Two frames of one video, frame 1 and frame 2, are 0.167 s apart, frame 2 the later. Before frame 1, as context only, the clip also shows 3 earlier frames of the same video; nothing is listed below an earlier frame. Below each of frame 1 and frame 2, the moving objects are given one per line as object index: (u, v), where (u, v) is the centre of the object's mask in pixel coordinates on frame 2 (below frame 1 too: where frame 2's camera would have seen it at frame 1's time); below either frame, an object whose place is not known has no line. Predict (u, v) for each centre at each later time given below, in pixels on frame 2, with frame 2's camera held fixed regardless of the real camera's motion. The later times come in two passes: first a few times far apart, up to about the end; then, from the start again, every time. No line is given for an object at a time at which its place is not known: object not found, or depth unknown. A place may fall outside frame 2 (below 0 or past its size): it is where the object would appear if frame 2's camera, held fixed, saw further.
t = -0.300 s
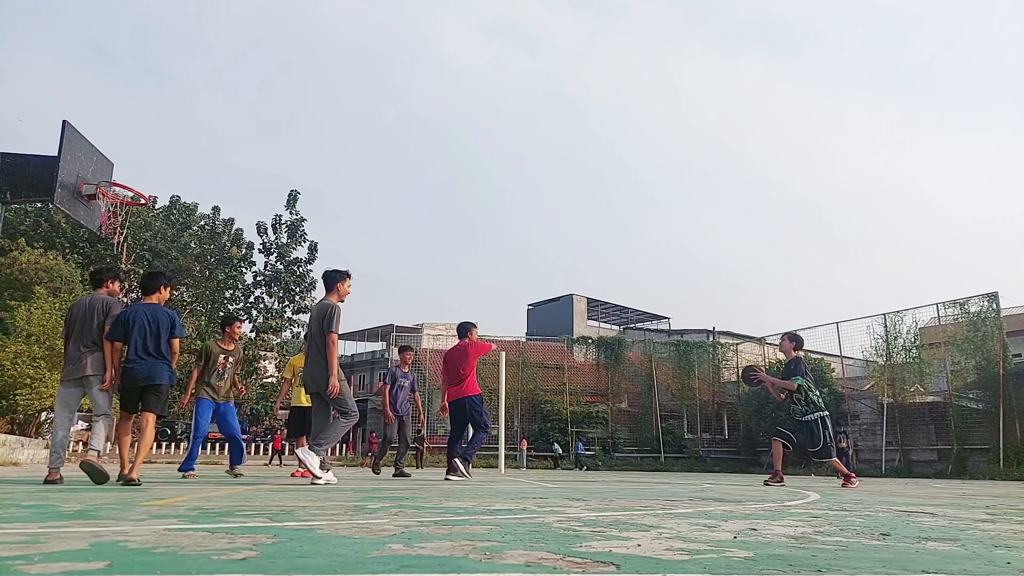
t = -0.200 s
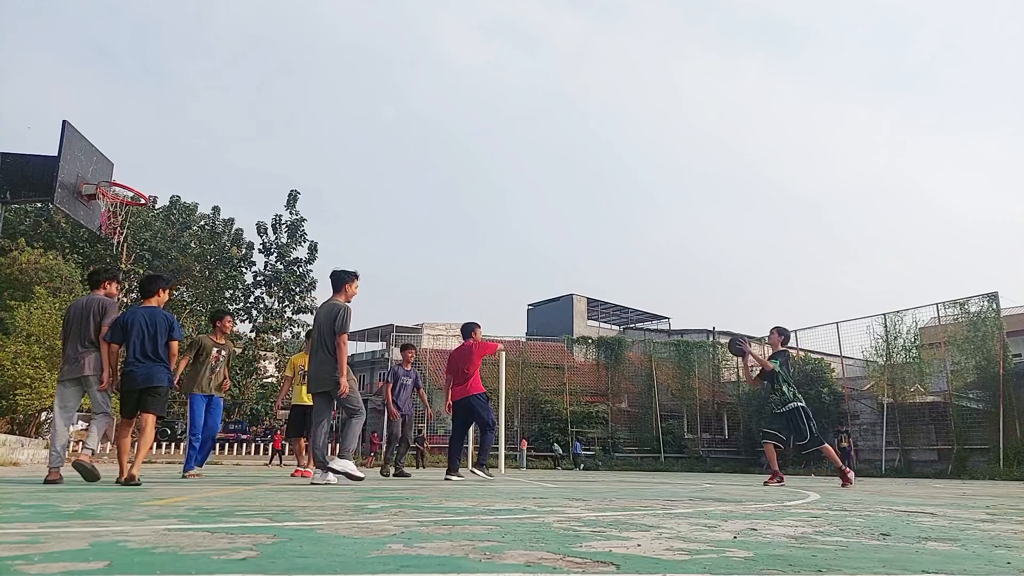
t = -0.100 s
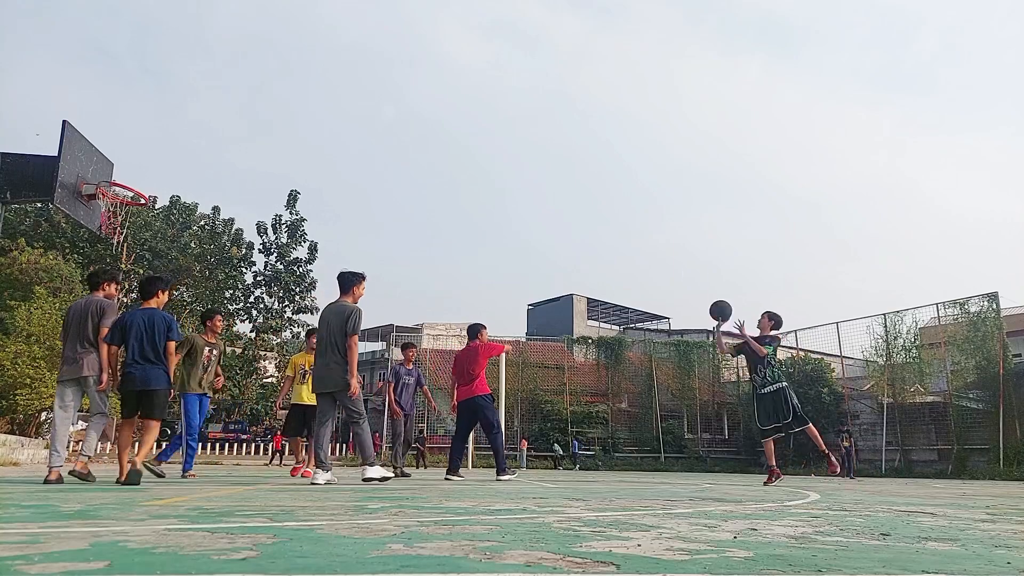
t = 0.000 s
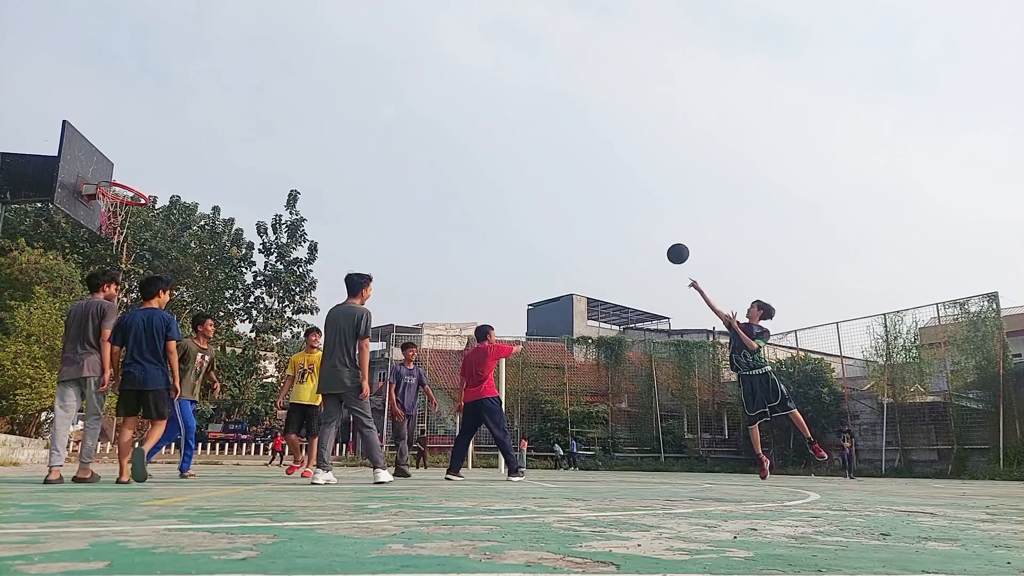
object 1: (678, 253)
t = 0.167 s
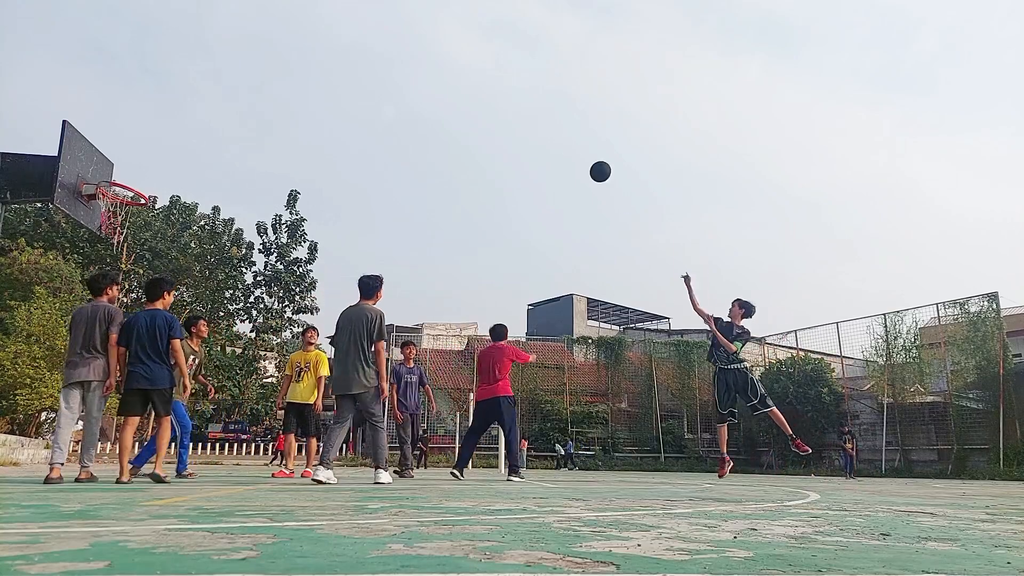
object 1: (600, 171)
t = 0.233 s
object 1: (570, 145)
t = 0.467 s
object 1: (468, 81)
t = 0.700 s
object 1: (364, 58)
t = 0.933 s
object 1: (255, 77)
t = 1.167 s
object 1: (136, 142)
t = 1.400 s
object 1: (117, 202)
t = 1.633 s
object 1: (76, 213)
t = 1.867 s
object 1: (95, 275)
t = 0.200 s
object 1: (585, 158)
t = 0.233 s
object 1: (570, 145)
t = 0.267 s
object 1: (556, 134)
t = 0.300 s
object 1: (541, 123)
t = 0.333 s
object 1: (526, 113)
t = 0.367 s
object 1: (512, 104)
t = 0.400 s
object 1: (497, 95)
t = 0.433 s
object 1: (482, 88)
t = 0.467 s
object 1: (468, 81)
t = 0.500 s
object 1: (453, 76)
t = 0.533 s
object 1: (438, 71)
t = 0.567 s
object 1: (423, 67)
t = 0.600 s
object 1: (409, 63)
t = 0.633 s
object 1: (394, 61)
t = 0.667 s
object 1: (379, 59)
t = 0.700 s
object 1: (364, 58)
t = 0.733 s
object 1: (349, 58)
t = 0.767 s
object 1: (334, 59)
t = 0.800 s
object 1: (318, 61)
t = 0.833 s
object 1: (303, 63)
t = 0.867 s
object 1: (287, 67)
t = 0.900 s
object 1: (271, 72)
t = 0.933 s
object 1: (255, 77)
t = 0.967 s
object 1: (239, 83)
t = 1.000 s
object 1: (222, 91)
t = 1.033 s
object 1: (205, 99)
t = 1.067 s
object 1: (188, 108)
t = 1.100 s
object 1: (171, 119)
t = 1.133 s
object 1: (154, 130)
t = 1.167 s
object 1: (136, 142)
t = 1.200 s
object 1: (118, 156)
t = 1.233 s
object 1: (103, 170)
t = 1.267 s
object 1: (119, 178)
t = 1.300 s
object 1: (133, 197)
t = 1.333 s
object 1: (129, 202)
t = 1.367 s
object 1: (125, 201)
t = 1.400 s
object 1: (117, 202)
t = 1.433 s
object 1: (112, 204)
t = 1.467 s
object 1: (105, 203)
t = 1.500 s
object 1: (92, 205)
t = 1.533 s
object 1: (88, 204)
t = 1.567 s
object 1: (81, 206)
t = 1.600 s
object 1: (74, 208)
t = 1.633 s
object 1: (76, 213)
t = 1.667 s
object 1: (78, 219)
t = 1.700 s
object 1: (81, 228)
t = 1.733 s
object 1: (84, 235)
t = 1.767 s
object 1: (89, 245)
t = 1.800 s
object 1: (91, 256)
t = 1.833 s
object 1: (93, 268)
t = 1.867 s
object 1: (95, 275)
